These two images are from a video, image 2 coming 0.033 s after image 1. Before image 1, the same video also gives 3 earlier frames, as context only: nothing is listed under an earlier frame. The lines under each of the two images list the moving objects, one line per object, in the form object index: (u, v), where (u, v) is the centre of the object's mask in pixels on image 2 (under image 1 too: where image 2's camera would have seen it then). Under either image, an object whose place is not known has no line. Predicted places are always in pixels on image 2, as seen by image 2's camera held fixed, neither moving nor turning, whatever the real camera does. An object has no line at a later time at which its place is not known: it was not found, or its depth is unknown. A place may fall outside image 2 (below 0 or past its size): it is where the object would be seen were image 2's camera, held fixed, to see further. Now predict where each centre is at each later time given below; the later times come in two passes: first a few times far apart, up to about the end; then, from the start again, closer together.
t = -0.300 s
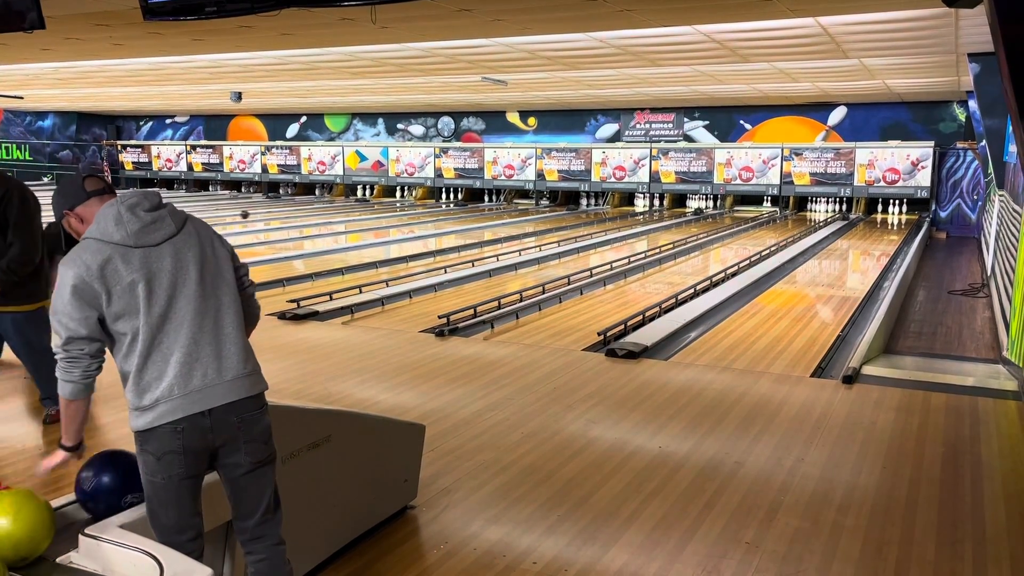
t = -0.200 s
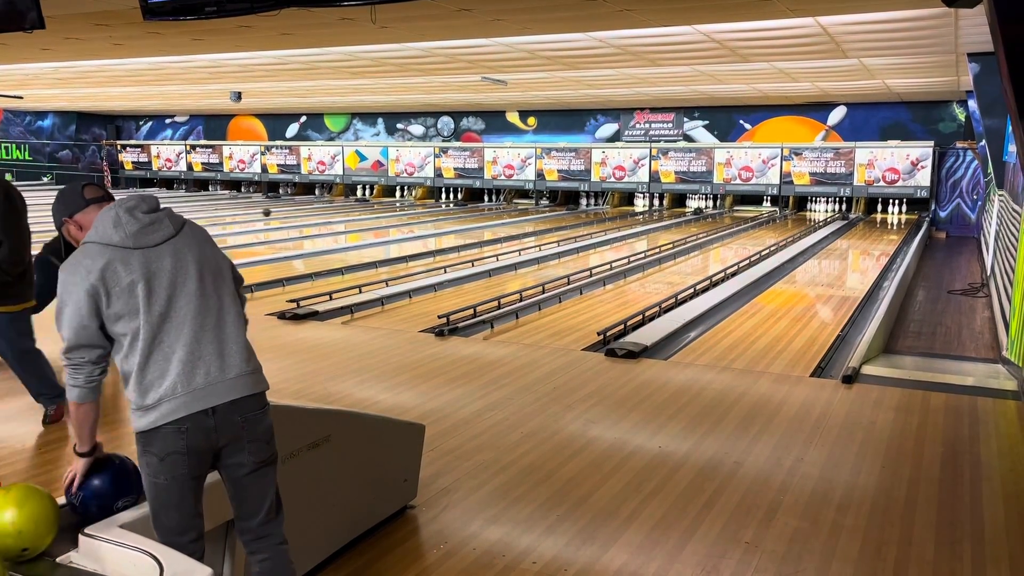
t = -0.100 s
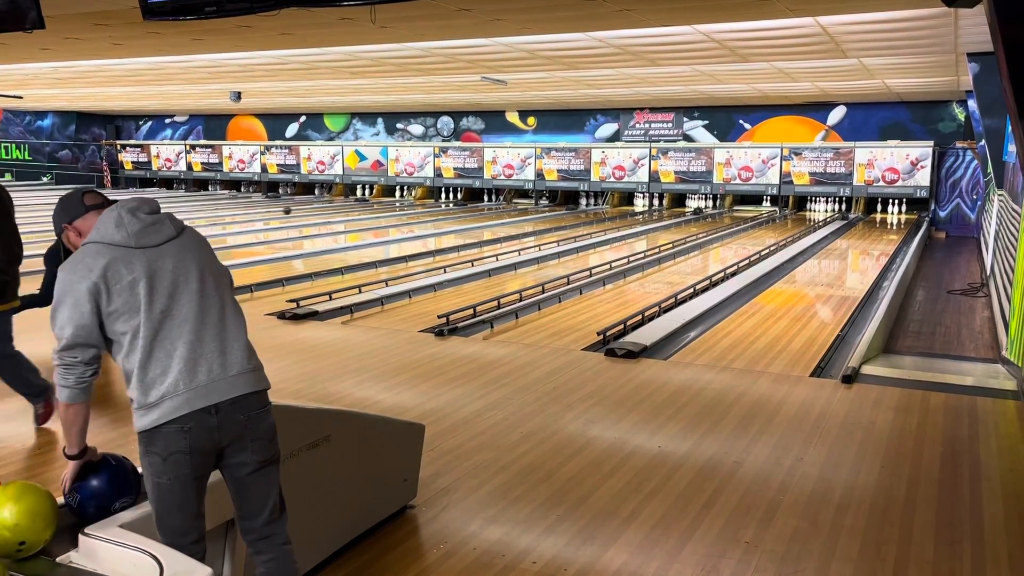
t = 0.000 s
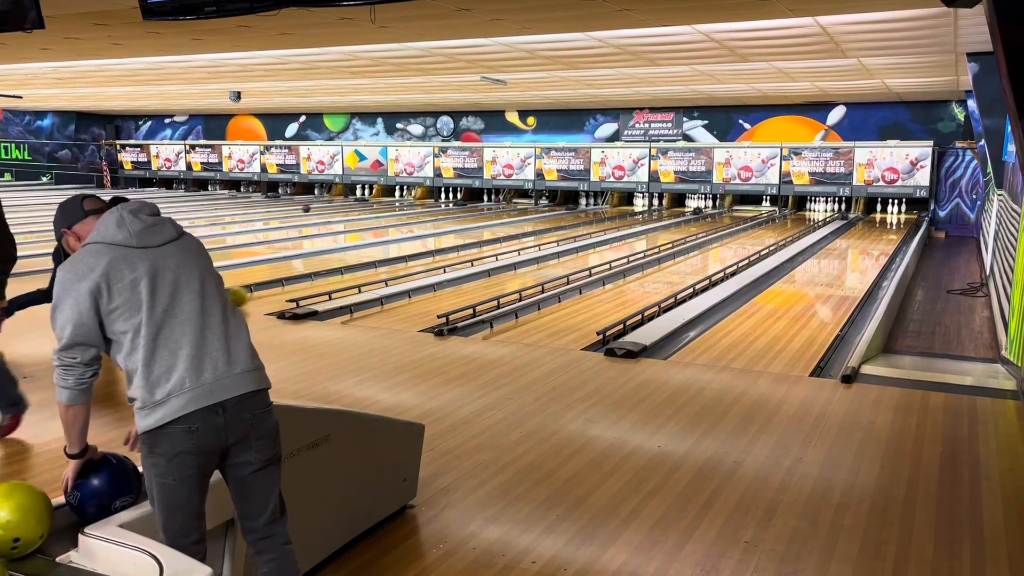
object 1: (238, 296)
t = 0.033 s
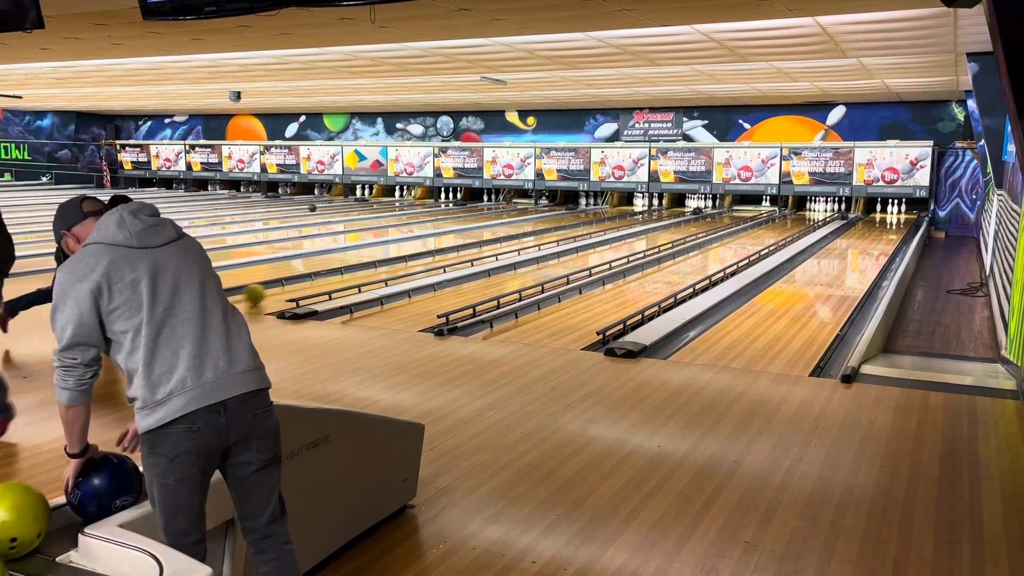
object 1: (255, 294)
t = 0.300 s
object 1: (368, 273)
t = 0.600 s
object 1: (460, 255)
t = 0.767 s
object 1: (498, 249)
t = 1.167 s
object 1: (570, 233)
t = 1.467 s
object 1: (606, 226)
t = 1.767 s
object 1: (633, 220)
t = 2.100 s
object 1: (656, 215)
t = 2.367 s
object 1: (669, 212)
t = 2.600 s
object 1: (679, 209)
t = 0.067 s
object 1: (272, 291)
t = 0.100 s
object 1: (288, 288)
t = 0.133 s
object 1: (302, 286)
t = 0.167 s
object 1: (317, 283)
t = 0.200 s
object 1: (331, 280)
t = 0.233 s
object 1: (343, 278)
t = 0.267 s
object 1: (357, 275)
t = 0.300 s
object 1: (368, 273)
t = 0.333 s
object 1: (381, 271)
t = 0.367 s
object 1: (392, 269)
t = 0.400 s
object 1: (403, 266)
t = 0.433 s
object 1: (412, 264)
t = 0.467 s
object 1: (423, 262)
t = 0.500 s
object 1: (433, 261)
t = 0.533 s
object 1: (442, 259)
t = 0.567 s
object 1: (451, 257)
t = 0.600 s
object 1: (460, 255)
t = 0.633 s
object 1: (467, 254)
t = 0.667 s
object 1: (476, 253)
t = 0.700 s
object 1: (483, 251)
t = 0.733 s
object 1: (491, 250)
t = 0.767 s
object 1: (498, 249)
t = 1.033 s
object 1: (549, 238)
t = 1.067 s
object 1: (555, 237)
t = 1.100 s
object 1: (560, 235)
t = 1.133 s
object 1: (565, 235)
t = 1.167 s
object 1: (570, 233)
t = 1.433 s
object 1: (603, 226)
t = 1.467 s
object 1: (606, 226)
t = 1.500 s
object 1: (609, 225)
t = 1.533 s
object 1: (612, 224)
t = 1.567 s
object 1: (616, 224)
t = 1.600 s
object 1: (619, 223)
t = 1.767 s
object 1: (633, 220)
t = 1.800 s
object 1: (635, 219)
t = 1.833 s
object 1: (637, 219)
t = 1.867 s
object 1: (640, 218)
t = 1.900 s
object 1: (643, 218)
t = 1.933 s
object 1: (645, 217)
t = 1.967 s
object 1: (646, 217)
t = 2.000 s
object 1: (649, 216)
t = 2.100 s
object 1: (656, 215)
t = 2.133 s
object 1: (657, 215)
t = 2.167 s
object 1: (659, 214)
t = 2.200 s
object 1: (661, 213)
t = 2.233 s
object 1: (663, 213)
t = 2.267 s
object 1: (664, 212)
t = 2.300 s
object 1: (666, 213)
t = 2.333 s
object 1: (668, 212)
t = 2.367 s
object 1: (669, 212)
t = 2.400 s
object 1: (671, 211)
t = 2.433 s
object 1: (672, 211)
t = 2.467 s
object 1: (673, 211)
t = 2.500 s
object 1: (675, 210)
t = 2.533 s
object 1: (676, 210)
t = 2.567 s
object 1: (677, 210)
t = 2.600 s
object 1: (679, 209)
